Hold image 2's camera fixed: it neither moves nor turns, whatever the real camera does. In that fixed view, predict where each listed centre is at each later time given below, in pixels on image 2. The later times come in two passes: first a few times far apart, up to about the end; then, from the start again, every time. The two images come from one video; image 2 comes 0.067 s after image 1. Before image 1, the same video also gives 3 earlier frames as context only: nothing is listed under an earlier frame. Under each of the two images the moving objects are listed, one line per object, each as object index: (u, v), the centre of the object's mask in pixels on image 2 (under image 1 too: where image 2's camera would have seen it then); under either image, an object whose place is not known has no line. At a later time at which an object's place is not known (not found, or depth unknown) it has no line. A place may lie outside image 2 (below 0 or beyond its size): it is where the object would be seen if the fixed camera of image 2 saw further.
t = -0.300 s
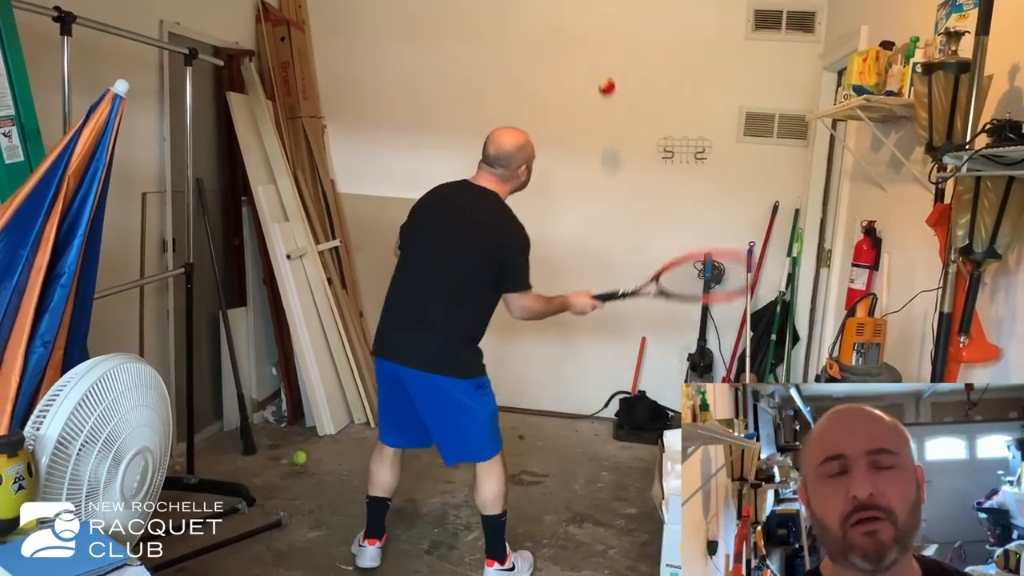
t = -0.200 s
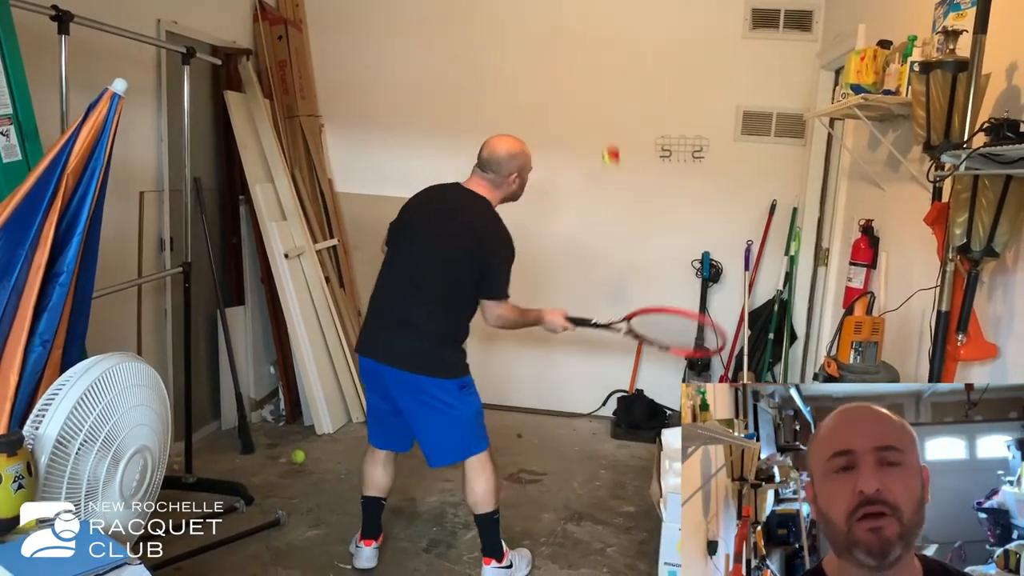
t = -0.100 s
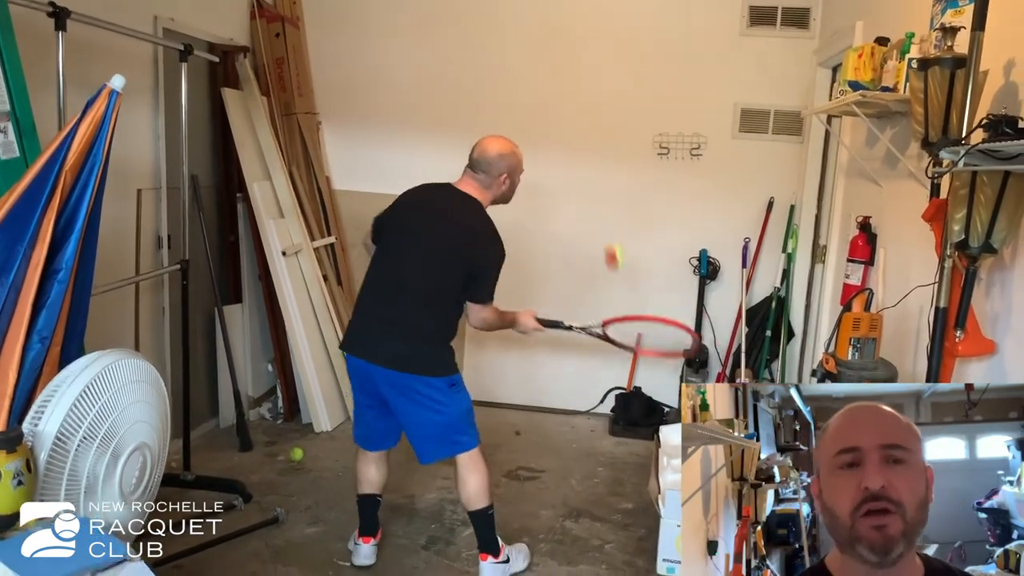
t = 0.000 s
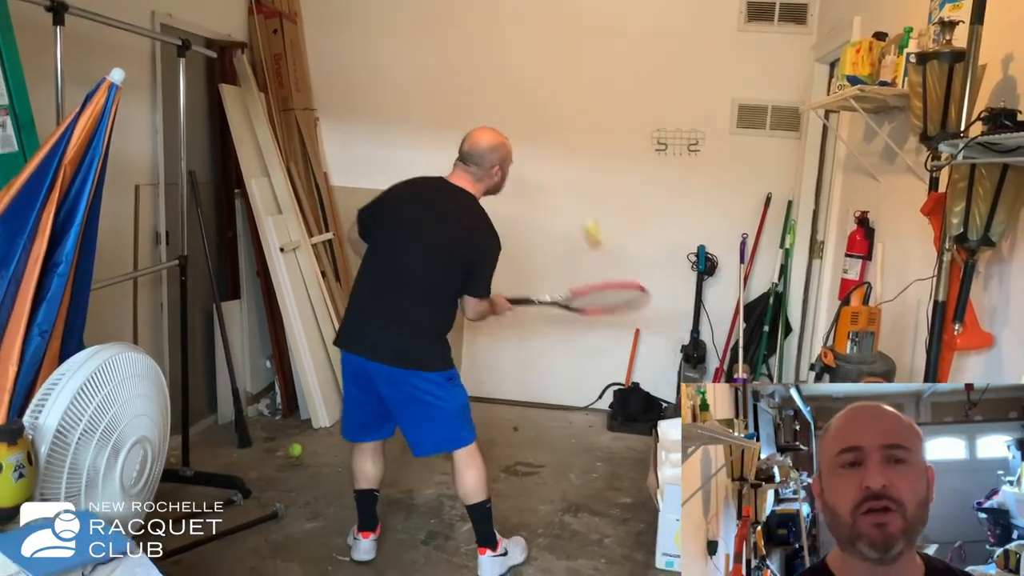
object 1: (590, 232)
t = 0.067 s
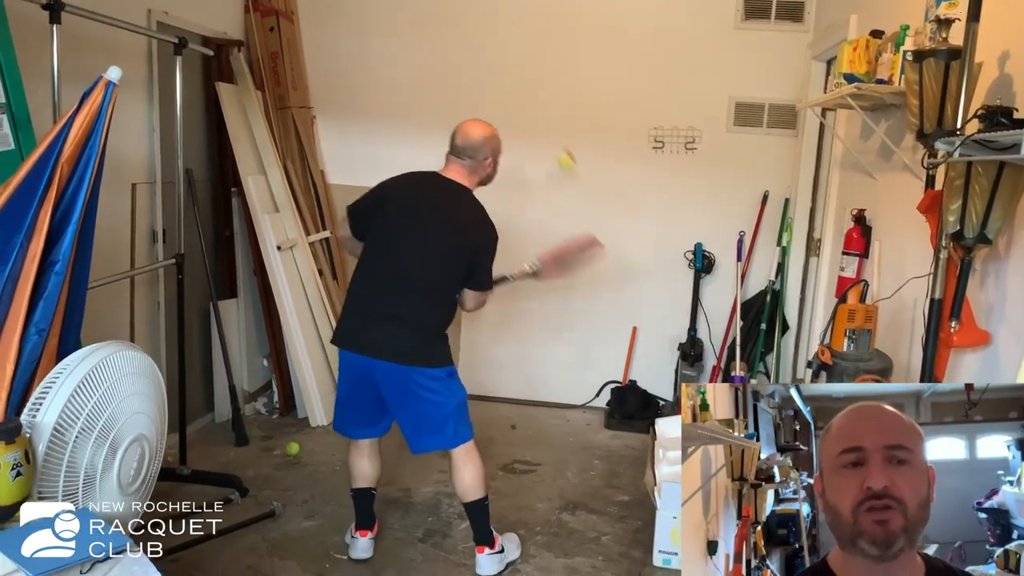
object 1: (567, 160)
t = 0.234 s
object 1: (520, 63)
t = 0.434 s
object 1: (464, 35)
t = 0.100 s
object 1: (557, 133)
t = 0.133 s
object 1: (547, 109)
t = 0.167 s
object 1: (538, 90)
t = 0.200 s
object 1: (529, 75)
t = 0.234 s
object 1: (520, 63)
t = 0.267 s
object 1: (513, 53)
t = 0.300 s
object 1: (504, 47)
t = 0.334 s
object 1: (496, 41)
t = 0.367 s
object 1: (486, 39)
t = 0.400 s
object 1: (473, 35)
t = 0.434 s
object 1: (464, 35)
